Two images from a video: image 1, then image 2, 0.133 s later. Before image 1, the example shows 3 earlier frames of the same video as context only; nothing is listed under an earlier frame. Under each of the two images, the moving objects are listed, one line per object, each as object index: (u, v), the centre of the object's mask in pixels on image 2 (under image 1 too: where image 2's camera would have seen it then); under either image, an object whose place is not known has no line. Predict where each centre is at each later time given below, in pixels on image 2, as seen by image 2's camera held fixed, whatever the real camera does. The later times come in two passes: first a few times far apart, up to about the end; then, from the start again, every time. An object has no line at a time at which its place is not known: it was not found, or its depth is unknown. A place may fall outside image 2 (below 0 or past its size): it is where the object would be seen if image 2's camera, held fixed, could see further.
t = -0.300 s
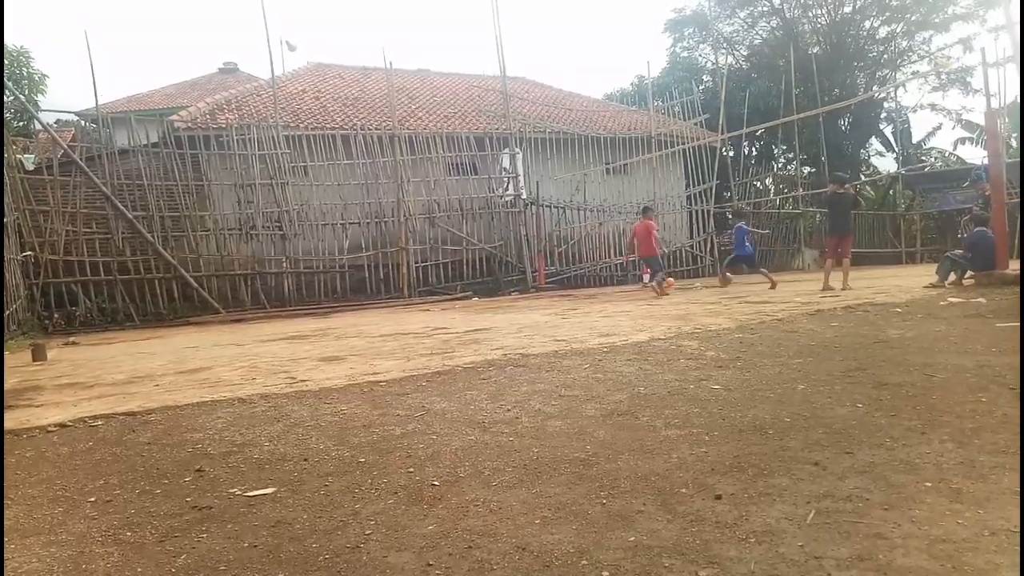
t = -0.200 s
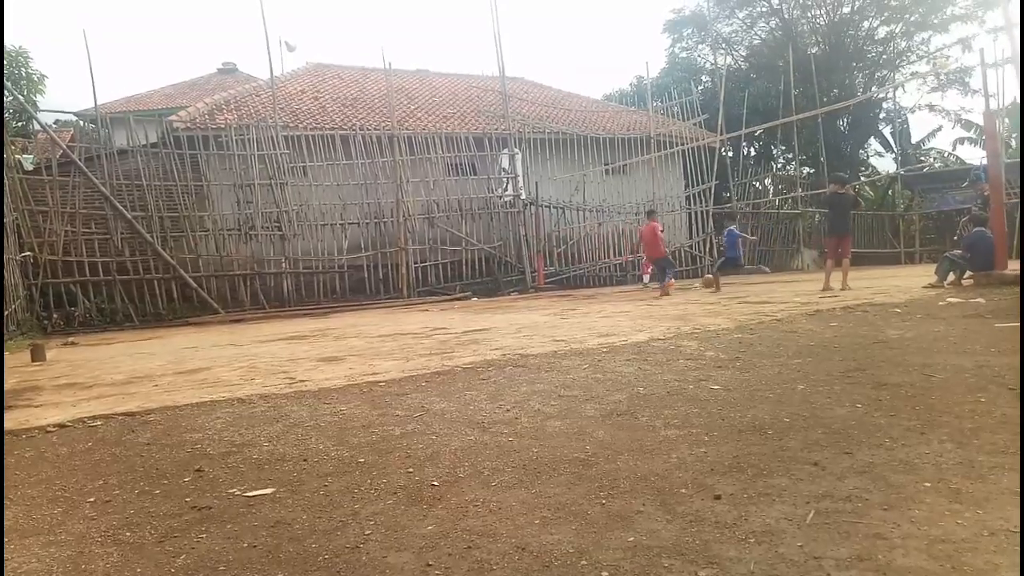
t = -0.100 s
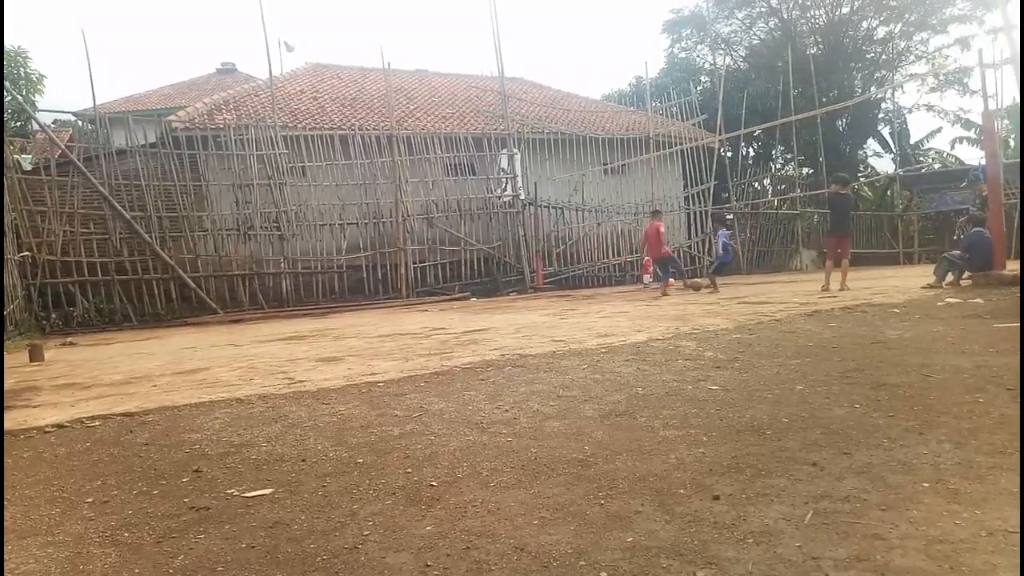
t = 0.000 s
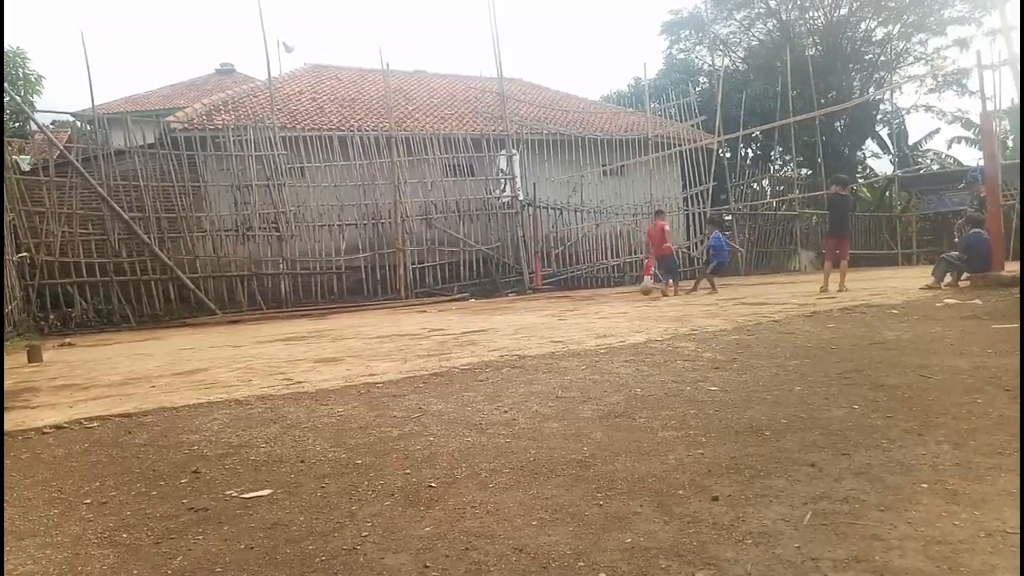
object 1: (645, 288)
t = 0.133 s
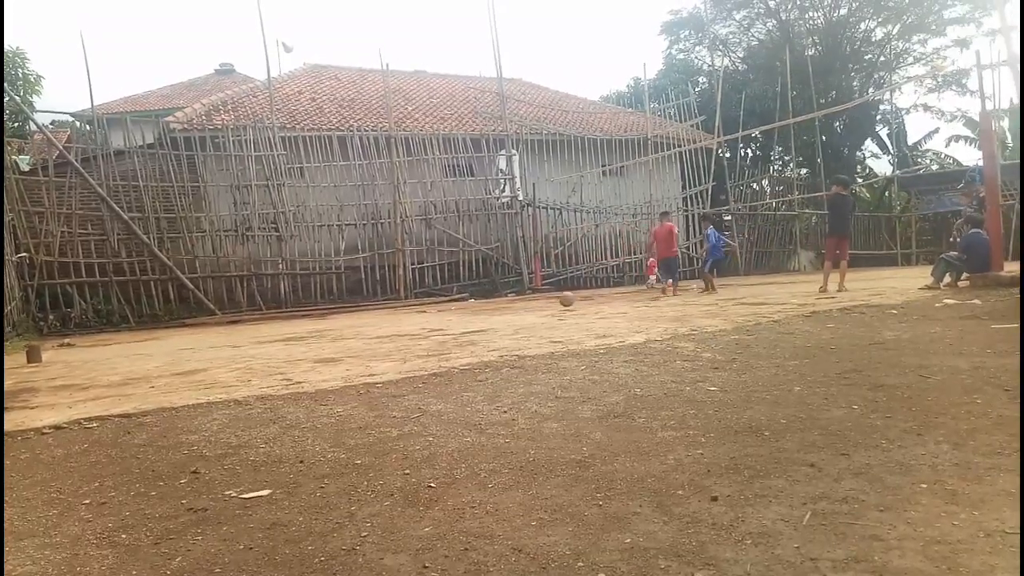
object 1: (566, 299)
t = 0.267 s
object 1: (487, 308)
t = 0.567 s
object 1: (332, 327)
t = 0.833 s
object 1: (217, 349)
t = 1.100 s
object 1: (103, 358)
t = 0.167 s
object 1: (546, 299)
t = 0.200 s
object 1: (528, 300)
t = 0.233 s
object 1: (508, 304)
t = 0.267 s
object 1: (487, 308)
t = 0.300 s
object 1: (466, 314)
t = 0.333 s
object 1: (449, 314)
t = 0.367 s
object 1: (431, 314)
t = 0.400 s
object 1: (415, 316)
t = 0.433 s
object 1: (397, 319)
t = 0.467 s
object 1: (379, 324)
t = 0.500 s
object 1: (361, 331)
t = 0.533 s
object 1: (345, 329)
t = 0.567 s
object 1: (332, 327)
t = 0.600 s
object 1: (317, 327)
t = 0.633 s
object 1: (302, 329)
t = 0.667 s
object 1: (287, 334)
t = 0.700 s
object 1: (273, 339)
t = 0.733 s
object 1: (258, 342)
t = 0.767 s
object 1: (244, 341)
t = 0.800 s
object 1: (229, 345)
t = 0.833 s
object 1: (217, 349)
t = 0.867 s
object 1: (203, 349)
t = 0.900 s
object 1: (189, 349)
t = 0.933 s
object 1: (174, 352)
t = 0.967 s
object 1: (159, 358)
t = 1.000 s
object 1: (146, 356)
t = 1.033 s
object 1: (133, 355)
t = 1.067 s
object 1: (118, 355)
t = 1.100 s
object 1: (103, 358)
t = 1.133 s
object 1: (87, 364)
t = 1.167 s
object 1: (74, 370)
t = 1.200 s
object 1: (58, 370)
